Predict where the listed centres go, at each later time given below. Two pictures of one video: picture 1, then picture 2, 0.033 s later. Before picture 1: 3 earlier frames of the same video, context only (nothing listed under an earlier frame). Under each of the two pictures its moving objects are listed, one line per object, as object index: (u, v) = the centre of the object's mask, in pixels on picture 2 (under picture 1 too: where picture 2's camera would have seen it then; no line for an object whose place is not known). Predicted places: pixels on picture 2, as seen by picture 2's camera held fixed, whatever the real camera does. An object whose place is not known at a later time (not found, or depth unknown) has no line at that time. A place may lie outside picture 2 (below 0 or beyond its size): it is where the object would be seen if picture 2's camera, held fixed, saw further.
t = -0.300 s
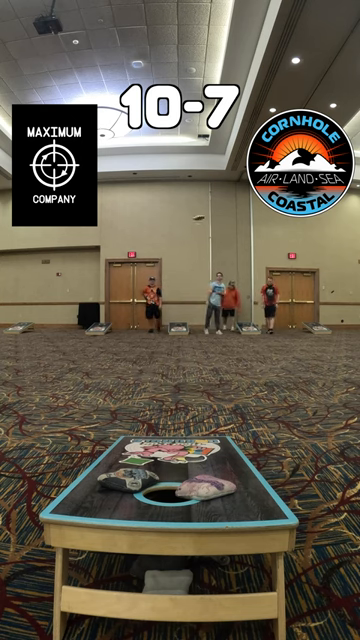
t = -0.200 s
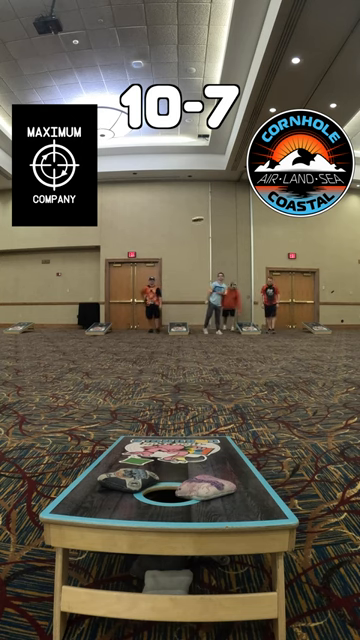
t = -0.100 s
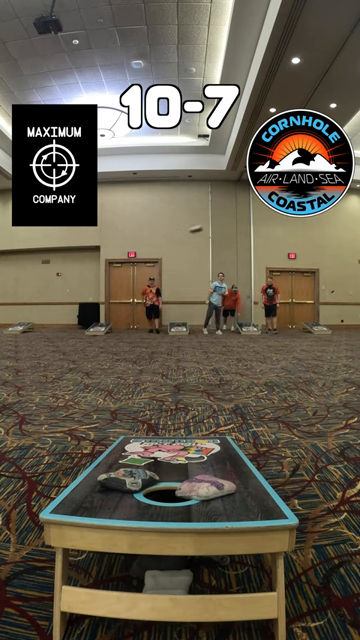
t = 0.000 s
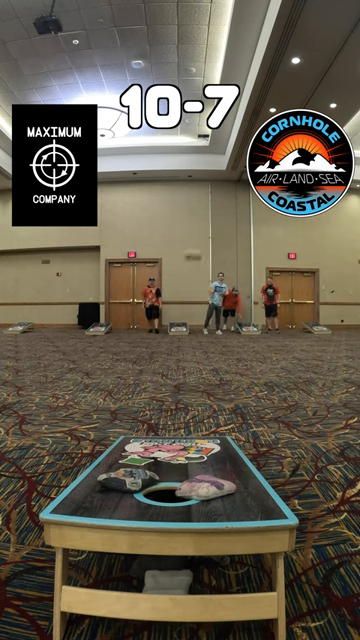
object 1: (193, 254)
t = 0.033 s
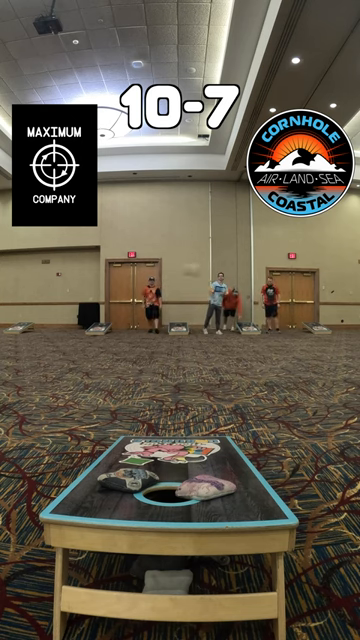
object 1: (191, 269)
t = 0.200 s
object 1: (179, 436)
